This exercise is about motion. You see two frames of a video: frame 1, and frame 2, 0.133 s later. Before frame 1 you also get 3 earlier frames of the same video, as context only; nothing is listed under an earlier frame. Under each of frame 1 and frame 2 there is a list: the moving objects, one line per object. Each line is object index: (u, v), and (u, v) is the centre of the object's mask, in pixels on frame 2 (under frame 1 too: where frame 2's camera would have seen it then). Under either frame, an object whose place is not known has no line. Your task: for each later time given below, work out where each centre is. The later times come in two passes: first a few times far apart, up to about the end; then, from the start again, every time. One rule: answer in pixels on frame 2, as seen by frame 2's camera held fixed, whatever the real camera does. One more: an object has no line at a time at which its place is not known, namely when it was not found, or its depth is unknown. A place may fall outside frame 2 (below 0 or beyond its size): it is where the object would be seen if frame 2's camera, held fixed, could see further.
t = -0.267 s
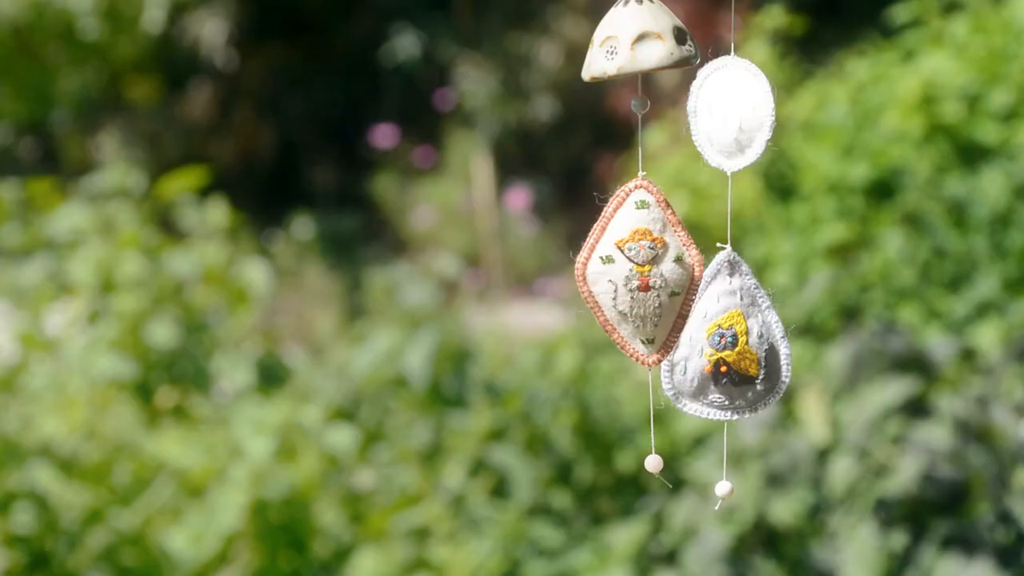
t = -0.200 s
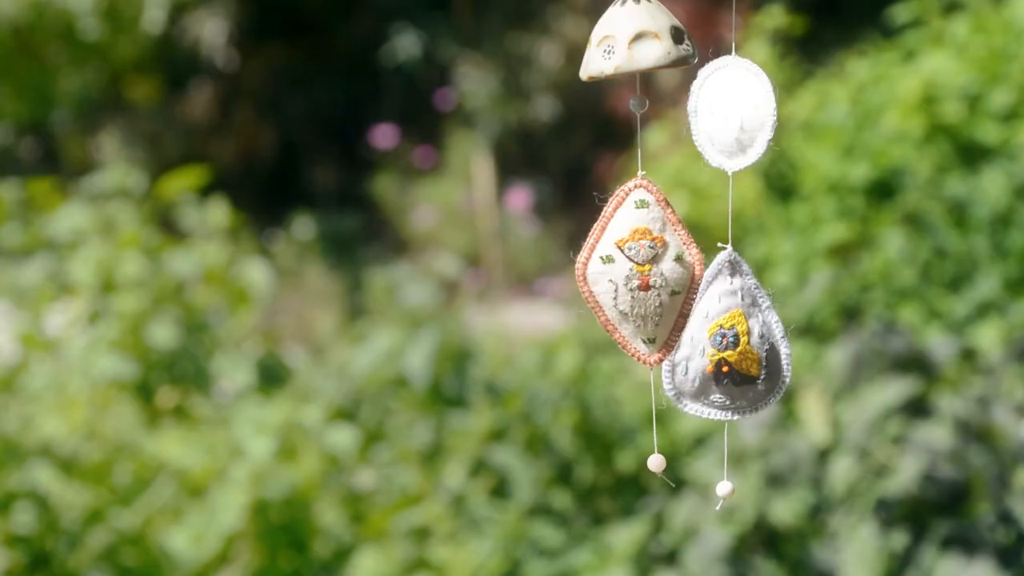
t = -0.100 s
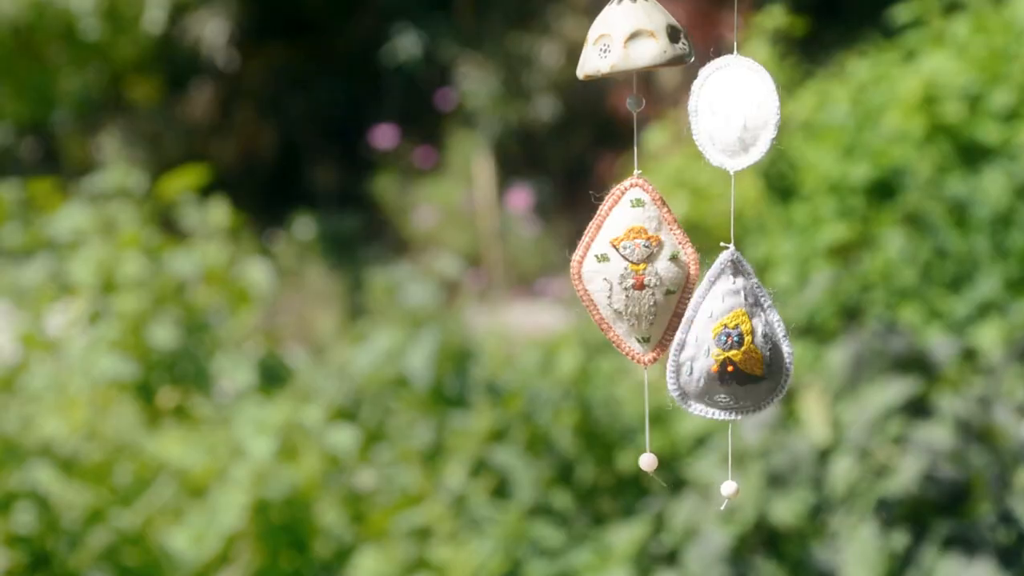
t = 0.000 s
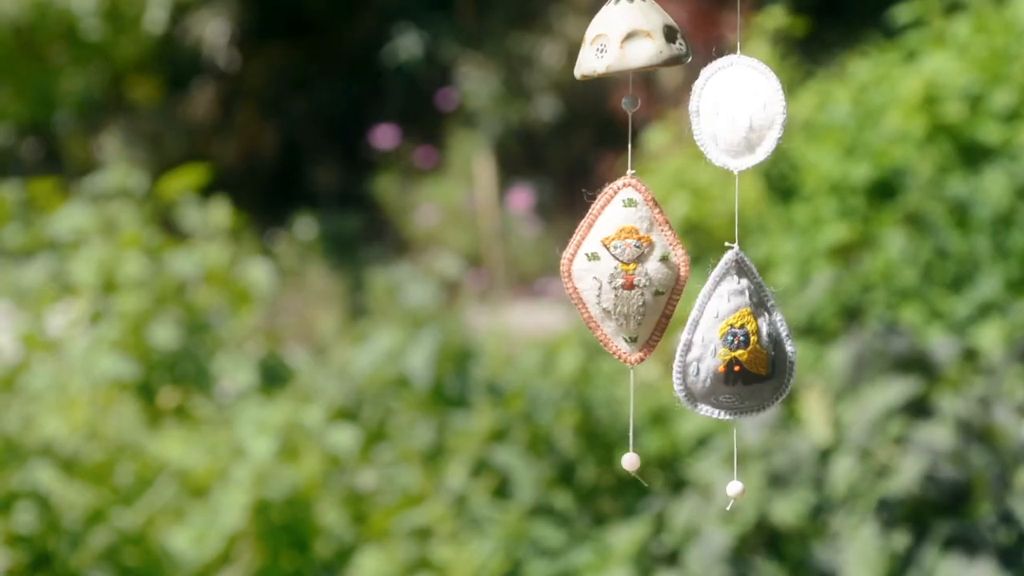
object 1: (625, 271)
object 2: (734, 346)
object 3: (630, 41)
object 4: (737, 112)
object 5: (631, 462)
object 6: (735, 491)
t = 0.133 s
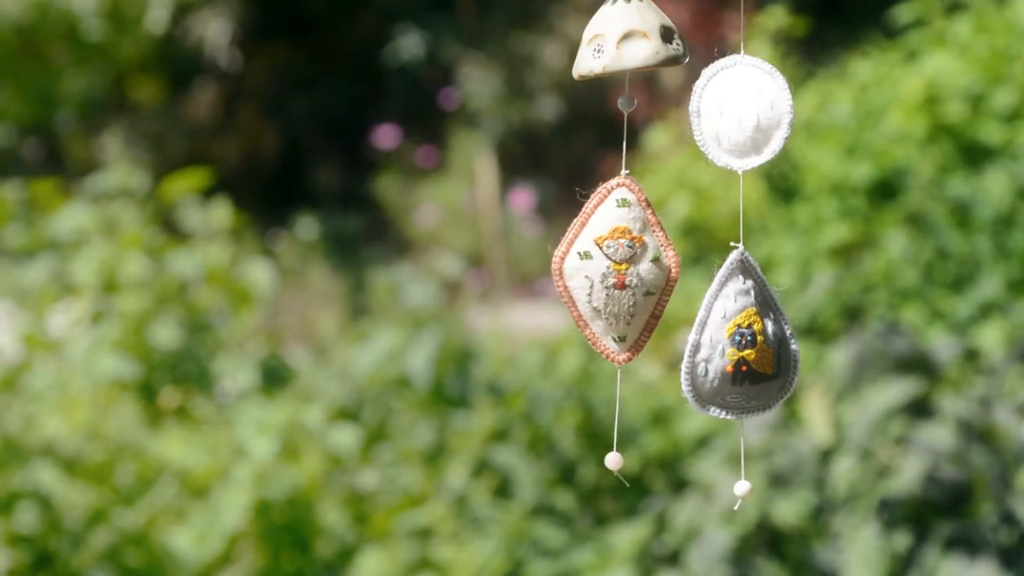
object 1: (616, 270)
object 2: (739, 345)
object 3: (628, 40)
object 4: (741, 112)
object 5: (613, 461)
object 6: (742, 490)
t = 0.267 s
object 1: (619, 270)
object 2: (741, 344)
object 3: (626, 40)
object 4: (743, 111)
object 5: (622, 460)
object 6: (743, 490)
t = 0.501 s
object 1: (626, 270)
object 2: (740, 344)
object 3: (622, 40)
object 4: (747, 111)
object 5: (640, 460)
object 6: (739, 489)
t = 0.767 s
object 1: (606, 270)
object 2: (753, 345)
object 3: (617, 39)
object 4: (758, 111)
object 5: (602, 461)
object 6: (756, 491)
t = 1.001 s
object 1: (615, 269)
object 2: (767, 346)
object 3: (616, 39)
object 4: (768, 111)
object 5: (623, 459)
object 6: (769, 492)
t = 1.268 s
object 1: (609, 270)
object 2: (765, 347)
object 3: (612, 39)
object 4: (773, 111)
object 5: (613, 461)
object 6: (763, 493)
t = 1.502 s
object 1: (597, 270)
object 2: (773, 346)
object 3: (604, 39)
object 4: (778, 108)
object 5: (598, 462)
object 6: (772, 492)
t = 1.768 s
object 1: (600, 271)
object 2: (781, 348)
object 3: (595, 40)
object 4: (779, 113)
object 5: (614, 462)
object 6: (783, 493)
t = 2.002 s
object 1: (579, 274)
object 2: (773, 352)
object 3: (587, 42)
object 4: (779, 114)
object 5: (580, 465)
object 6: (770, 497)
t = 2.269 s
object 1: (575, 273)
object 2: (775, 353)
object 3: (575, 41)
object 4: (779, 116)
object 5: (586, 464)
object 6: (772, 499)
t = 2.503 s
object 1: (568, 272)
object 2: (783, 352)
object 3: (569, 41)
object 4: (784, 115)
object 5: (578, 462)
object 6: (785, 497)
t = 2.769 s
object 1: (558, 270)
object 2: (780, 350)
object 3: (565, 40)
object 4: (786, 114)
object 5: (563, 462)
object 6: (778, 495)
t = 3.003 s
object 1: (566, 268)
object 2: (783, 351)
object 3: (562, 40)
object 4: (790, 114)
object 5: (582, 459)
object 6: (783, 496)
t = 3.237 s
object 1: (552, 264)
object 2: (793, 351)
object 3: (556, 39)
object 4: (795, 114)
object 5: (555, 460)
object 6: (796, 496)
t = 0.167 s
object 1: (615, 270)
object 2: (740, 345)
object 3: (627, 40)
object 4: (741, 112)
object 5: (613, 461)
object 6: (743, 490)
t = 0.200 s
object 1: (616, 270)
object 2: (741, 345)
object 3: (627, 40)
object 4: (742, 111)
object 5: (614, 460)
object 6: (744, 490)
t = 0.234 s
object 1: (617, 270)
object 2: (741, 345)
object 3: (627, 40)
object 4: (743, 111)
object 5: (618, 460)
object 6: (744, 490)
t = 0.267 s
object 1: (619, 270)
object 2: (741, 344)
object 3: (626, 40)
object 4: (743, 111)
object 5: (622, 460)
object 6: (743, 490)
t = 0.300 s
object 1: (620, 270)
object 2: (741, 344)
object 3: (625, 40)
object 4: (744, 111)
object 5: (627, 460)
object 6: (742, 489)
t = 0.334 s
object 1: (623, 270)
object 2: (741, 344)
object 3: (625, 40)
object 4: (745, 111)
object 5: (632, 460)
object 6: (741, 489)
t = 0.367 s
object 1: (625, 270)
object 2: (740, 344)
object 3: (624, 40)
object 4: (745, 111)
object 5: (636, 460)
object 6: (740, 489)
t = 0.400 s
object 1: (626, 270)
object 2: (740, 344)
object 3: (624, 40)
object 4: (745, 111)
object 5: (639, 460)
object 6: (740, 489)
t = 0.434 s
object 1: (627, 270)
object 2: (740, 344)
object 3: (623, 40)
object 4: (745, 111)
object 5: (640, 460)
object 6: (739, 489)
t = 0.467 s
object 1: (627, 270)
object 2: (740, 344)
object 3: (622, 40)
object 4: (746, 111)
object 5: (641, 460)
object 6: (739, 489)
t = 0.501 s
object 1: (626, 270)
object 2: (740, 344)
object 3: (622, 40)
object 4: (747, 111)
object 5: (640, 460)
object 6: (739, 489)
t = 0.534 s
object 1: (624, 270)
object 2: (740, 344)
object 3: (620, 40)
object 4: (748, 110)
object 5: (637, 460)
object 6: (739, 489)
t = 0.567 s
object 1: (622, 270)
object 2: (742, 344)
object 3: (620, 40)
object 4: (749, 110)
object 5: (633, 461)
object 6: (740, 489)
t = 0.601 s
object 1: (619, 271)
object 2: (743, 344)
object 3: (619, 40)
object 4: (751, 111)
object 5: (627, 462)
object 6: (741, 489)
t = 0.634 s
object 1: (616, 271)
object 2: (745, 344)
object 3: (619, 39)
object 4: (752, 110)
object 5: (621, 462)
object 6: (743, 489)
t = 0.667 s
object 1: (613, 271)
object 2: (747, 344)
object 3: (619, 40)
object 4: (753, 111)
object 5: (615, 462)
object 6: (746, 490)
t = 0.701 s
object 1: (610, 270)
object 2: (749, 344)
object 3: (618, 39)
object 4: (755, 110)
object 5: (609, 462)
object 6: (749, 490)
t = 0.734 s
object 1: (607, 270)
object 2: (751, 345)
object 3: (618, 39)
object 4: (756, 110)
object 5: (605, 461)
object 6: (752, 490)
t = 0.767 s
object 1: (606, 270)
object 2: (753, 345)
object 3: (617, 39)
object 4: (758, 111)
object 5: (602, 461)
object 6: (756, 491)
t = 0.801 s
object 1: (605, 270)
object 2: (756, 345)
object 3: (617, 39)
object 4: (759, 110)
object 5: (601, 461)
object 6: (759, 491)
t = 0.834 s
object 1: (605, 270)
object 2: (759, 346)
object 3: (617, 39)
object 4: (761, 111)
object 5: (603, 461)
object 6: (761, 491)
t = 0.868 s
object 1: (606, 269)
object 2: (761, 346)
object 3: (617, 39)
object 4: (764, 111)
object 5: (605, 460)
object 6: (763, 491)
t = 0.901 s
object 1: (608, 269)
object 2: (763, 346)
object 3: (616, 39)
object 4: (765, 111)
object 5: (609, 460)
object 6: (765, 491)
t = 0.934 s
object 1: (610, 269)
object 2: (764, 346)
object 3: (616, 39)
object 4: (766, 111)
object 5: (613, 460)
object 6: (766, 491)
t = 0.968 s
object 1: (612, 269)
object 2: (765, 346)
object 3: (616, 39)
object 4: (767, 111)
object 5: (618, 459)
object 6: (768, 491)
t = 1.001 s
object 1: (615, 269)
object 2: (767, 346)
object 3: (616, 39)
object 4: (768, 111)
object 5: (623, 459)
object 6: (769, 492)
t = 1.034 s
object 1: (617, 269)
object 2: (767, 347)
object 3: (616, 39)
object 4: (769, 111)
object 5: (627, 459)
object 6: (769, 492)
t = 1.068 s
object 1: (617, 269)
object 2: (766, 347)
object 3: (615, 39)
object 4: (769, 111)
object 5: (629, 459)
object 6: (767, 492)
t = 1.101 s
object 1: (618, 269)
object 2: (766, 347)
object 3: (615, 39)
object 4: (770, 112)
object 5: (631, 459)
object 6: (766, 493)
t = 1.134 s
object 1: (617, 269)
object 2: (766, 347)
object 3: (614, 39)
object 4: (771, 112)
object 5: (630, 459)
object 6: (764, 493)
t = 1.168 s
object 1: (616, 269)
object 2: (766, 347)
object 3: (614, 39)
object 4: (772, 112)
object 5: (628, 459)
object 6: (763, 493)
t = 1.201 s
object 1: (614, 269)
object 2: (765, 347)
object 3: (613, 39)
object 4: (772, 111)
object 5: (623, 460)
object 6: (762, 493)
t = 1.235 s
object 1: (612, 270)
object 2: (765, 347)
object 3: (613, 39)
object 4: (772, 111)
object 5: (618, 460)
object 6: (762, 493)
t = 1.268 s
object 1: (609, 270)
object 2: (765, 347)
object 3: (612, 39)
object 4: (773, 111)
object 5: (613, 461)
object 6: (763, 493)
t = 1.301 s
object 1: (606, 270)
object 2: (765, 347)
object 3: (611, 39)
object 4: (773, 111)
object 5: (608, 461)
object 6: (763, 493)
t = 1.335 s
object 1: (603, 269)
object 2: (766, 347)
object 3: (610, 39)
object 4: (774, 110)
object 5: (604, 461)
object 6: (764, 493)
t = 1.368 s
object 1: (601, 270)
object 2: (767, 347)
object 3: (610, 40)
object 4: (775, 110)
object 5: (601, 462)
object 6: (765, 492)
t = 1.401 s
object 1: (599, 270)
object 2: (768, 347)
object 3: (608, 39)
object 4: (776, 109)
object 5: (598, 462)
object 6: (766, 492)
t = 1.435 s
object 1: (597, 270)
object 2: (770, 347)
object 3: (607, 39)
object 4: (777, 109)
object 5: (597, 462)
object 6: (768, 492)
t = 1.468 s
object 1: (597, 270)
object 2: (772, 347)
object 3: (605, 40)
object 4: (778, 109)
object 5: (597, 463)
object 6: (770, 492)
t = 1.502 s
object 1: (597, 270)
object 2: (773, 346)
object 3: (604, 39)
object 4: (778, 108)
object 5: (598, 462)
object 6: (772, 492)
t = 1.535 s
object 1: (597, 271)
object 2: (774, 347)
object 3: (603, 40)
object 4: (778, 109)
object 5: (601, 462)
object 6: (775, 492)
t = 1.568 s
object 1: (598, 271)
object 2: (776, 347)
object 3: (601, 40)
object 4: (777, 110)
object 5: (604, 462)
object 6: (778, 492)
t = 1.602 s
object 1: (599, 271)
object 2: (778, 347)
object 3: (600, 40)
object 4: (778, 110)
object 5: (608, 462)
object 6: (780, 492)
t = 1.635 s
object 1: (600, 271)
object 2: (779, 347)
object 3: (599, 40)
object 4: (778, 111)
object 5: (611, 462)
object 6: (781, 492)
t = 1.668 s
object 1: (601, 271)
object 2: (781, 348)
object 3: (598, 41)
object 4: (778, 111)
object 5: (614, 462)
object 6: (782, 492)
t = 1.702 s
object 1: (601, 271)
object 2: (781, 348)
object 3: (597, 41)
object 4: (779, 113)
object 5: (615, 462)
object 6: (782, 493)
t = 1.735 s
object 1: (601, 271)
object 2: (781, 348)
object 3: (596, 40)
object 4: (779, 113)
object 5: (615, 461)
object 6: (782, 493)
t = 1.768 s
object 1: (600, 271)
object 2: (781, 348)
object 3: (595, 40)
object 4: (779, 113)
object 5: (614, 462)
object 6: (783, 493)
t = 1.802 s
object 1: (598, 271)
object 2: (780, 348)
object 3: (594, 40)
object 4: (779, 113)
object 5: (611, 462)
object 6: (782, 493)
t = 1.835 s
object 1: (596, 272)
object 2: (780, 348)
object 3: (593, 40)
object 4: (779, 112)
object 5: (607, 462)
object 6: (781, 494)
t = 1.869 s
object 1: (593, 272)
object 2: (779, 349)
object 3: (592, 41)
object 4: (779, 113)
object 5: (602, 463)
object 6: (779, 494)
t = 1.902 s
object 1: (589, 272)
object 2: (777, 349)
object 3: (591, 41)
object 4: (779, 113)
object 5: (597, 463)
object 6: (776, 495)
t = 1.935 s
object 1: (586, 273)
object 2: (776, 350)
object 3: (589, 41)
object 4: (780, 114)
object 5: (591, 464)
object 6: (774, 496)
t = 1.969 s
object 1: (582, 273)
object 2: (774, 351)
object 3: (588, 41)
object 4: (779, 114)
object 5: (585, 464)
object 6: (772, 496)
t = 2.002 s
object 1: (579, 274)
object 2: (773, 352)
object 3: (587, 42)
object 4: (779, 114)
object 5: (580, 465)
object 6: (770, 497)
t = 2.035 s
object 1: (577, 274)
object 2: (772, 353)
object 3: (585, 42)
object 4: (779, 115)
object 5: (577, 465)
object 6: (769, 498)
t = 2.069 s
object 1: (575, 274)
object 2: (771, 353)
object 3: (584, 43)
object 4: (778, 115)
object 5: (574, 465)
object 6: (768, 499)
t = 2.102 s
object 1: (574, 274)
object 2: (771, 353)
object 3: (583, 42)
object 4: (778, 116)
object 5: (574, 465)
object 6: (768, 499)
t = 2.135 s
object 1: (574, 274)
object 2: (771, 353)
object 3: (581, 42)
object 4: (778, 116)
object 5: (575, 465)
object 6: (768, 499)
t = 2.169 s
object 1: (573, 274)
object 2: (771, 353)
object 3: (580, 42)
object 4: (778, 116)
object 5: (577, 465)
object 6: (769, 499)
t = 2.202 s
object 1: (574, 273)
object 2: (772, 353)
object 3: (578, 42)
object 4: (778, 116)
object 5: (580, 464)
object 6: (769, 499)
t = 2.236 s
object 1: (574, 273)
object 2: (773, 353)
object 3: (577, 41)
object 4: (779, 116)
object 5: (583, 464)
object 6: (770, 499)
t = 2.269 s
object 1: (575, 273)
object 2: (775, 353)
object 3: (575, 41)
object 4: (779, 116)
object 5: (586, 464)
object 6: (772, 499)
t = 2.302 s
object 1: (575, 273)
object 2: (776, 354)
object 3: (574, 41)
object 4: (780, 116)
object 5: (588, 463)
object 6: (774, 499)
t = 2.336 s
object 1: (575, 273)
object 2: (777, 354)
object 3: (572, 41)
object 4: (780, 116)
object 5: (589, 463)
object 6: (777, 499)
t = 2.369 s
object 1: (575, 273)
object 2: (779, 354)
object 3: (571, 41)
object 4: (781, 117)
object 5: (589, 463)
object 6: (780, 499)
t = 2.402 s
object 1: (574, 273)
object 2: (780, 353)
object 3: (570, 41)
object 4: (782, 116)
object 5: (588, 462)
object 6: (782, 499)
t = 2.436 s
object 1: (573, 272)
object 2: (782, 353)
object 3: (570, 41)
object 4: (783, 116)
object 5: (586, 462)
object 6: (784, 498)
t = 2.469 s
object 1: (571, 272)
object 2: (783, 353)
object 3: (569, 41)
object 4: (784, 116)
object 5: (582, 462)
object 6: (784, 498)
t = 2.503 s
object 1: (568, 272)
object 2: (783, 352)
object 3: (569, 41)
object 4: (784, 115)
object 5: (578, 462)
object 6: (785, 497)
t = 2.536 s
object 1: (566, 271)
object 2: (784, 352)
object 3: (569, 40)
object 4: (785, 115)
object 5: (573, 462)
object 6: (784, 497)
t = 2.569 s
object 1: (563, 271)
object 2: (783, 351)
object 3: (568, 40)
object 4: (785, 115)
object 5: (568, 462)
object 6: (784, 496)
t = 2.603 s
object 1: (562, 271)
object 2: (783, 351)
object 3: (568, 40)
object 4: (786, 114)
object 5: (564, 463)
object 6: (784, 496)
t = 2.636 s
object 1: (560, 271)
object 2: (782, 351)
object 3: (567, 41)
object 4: (786, 114)
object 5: (561, 463)
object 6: (784, 496)
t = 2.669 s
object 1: (558, 271)
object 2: (781, 351)
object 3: (567, 40)
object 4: (786, 114)
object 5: (560, 462)
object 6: (782, 495)
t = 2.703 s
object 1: (558, 271)
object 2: (781, 351)
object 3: (566, 40)
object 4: (786, 114)
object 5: (560, 462)
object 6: (781, 495)
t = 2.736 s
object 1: (558, 270)
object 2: (780, 351)
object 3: (566, 40)
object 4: (786, 114)
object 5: (561, 462)
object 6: (780, 495)
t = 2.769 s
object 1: (558, 270)
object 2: (780, 350)
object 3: (565, 40)
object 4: (786, 114)
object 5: (563, 462)
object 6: (778, 495)
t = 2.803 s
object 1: (559, 270)
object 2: (779, 350)
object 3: (565, 40)
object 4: (787, 114)
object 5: (566, 461)
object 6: (777, 495)
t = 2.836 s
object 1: (561, 270)
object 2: (779, 350)
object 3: (564, 40)
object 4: (787, 113)
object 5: (569, 461)
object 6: (777, 495)
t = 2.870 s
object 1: (563, 270)
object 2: (779, 350)
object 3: (564, 40)
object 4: (788, 114)
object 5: (573, 461)
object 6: (777, 495)
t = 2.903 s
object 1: (564, 269)
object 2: (780, 351)
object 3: (564, 40)
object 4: (788, 114)
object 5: (577, 460)
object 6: (778, 495)
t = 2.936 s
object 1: (565, 269)
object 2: (780, 351)
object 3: (563, 40)
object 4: (789, 114)
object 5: (579, 460)
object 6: (779, 496)
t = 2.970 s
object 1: (566, 269)
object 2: (782, 351)
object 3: (562, 40)
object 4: (790, 114)
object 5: (581, 460)
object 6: (781, 496)
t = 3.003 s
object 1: (566, 268)
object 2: (783, 351)
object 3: (562, 40)
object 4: (790, 114)
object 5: (582, 459)
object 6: (783, 496)
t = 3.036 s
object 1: (565, 267)
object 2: (785, 351)
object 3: (561, 40)
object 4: (791, 114)
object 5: (581, 459)
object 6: (784, 496)
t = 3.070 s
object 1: (564, 267)
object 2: (786, 351)
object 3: (560, 40)
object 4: (792, 114)
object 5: (578, 459)
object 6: (786, 496)
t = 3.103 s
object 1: (562, 267)
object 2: (788, 351)
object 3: (559, 40)
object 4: (793, 114)
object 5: (574, 460)
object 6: (789, 496)
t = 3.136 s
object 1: (560, 266)
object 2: (790, 351)
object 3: (559, 39)
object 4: (794, 113)
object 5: (569, 460)
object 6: (791, 496)
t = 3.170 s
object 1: (557, 265)
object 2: (791, 351)
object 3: (558, 39)
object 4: (794, 114)
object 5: (565, 460)
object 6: (793, 496)
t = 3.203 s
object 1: (555, 265)
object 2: (792, 351)
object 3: (557, 39)
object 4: (795, 114)
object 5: (560, 460)
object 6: (795, 496)
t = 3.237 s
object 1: (552, 264)
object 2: (793, 351)
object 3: (556, 39)
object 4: (795, 114)
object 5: (555, 460)
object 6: (796, 496)
